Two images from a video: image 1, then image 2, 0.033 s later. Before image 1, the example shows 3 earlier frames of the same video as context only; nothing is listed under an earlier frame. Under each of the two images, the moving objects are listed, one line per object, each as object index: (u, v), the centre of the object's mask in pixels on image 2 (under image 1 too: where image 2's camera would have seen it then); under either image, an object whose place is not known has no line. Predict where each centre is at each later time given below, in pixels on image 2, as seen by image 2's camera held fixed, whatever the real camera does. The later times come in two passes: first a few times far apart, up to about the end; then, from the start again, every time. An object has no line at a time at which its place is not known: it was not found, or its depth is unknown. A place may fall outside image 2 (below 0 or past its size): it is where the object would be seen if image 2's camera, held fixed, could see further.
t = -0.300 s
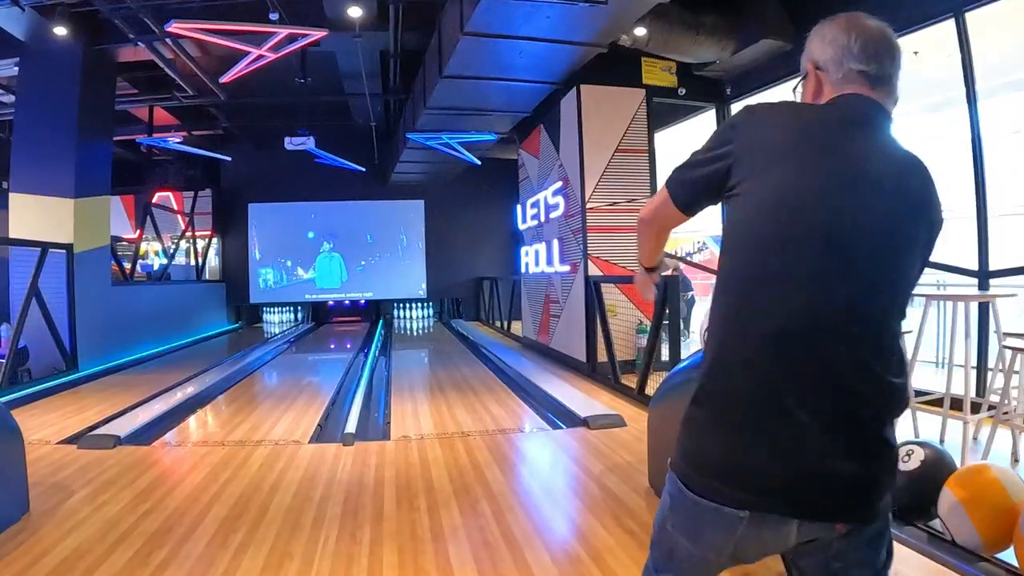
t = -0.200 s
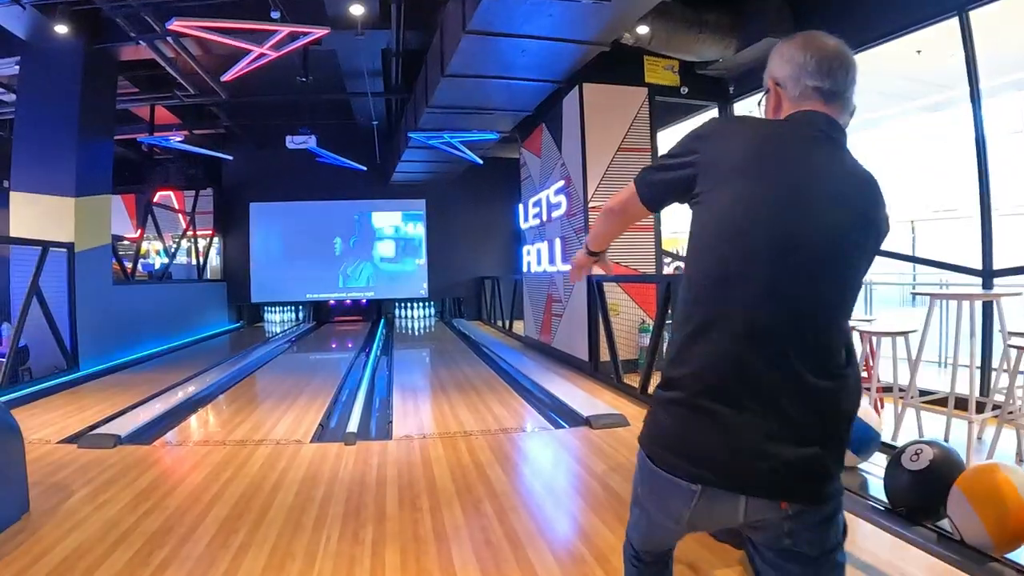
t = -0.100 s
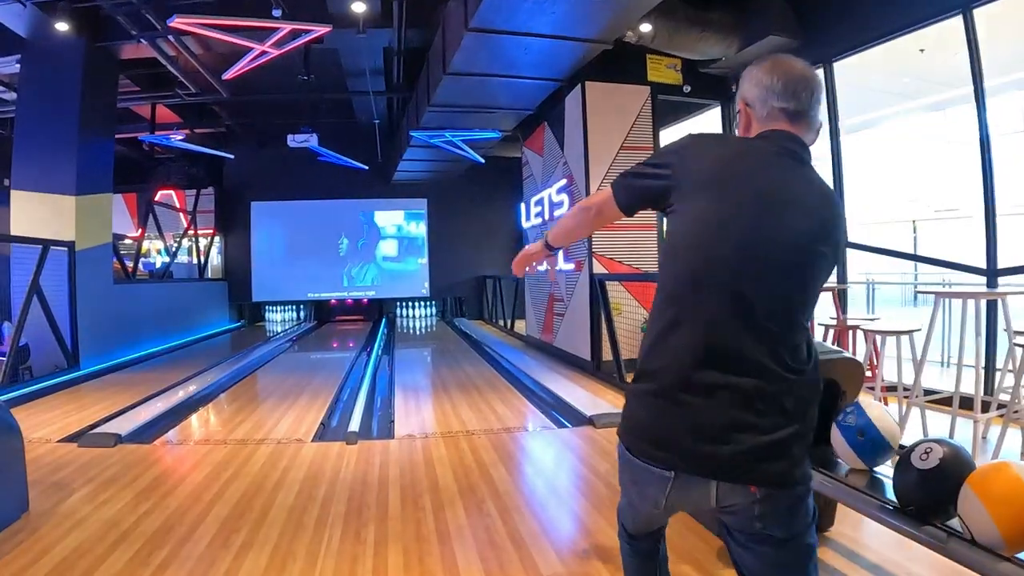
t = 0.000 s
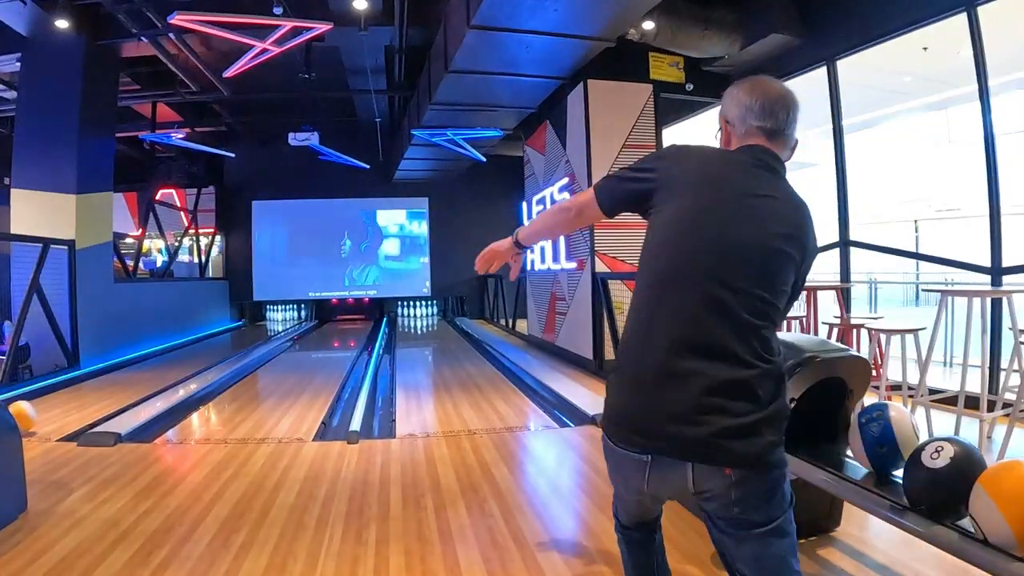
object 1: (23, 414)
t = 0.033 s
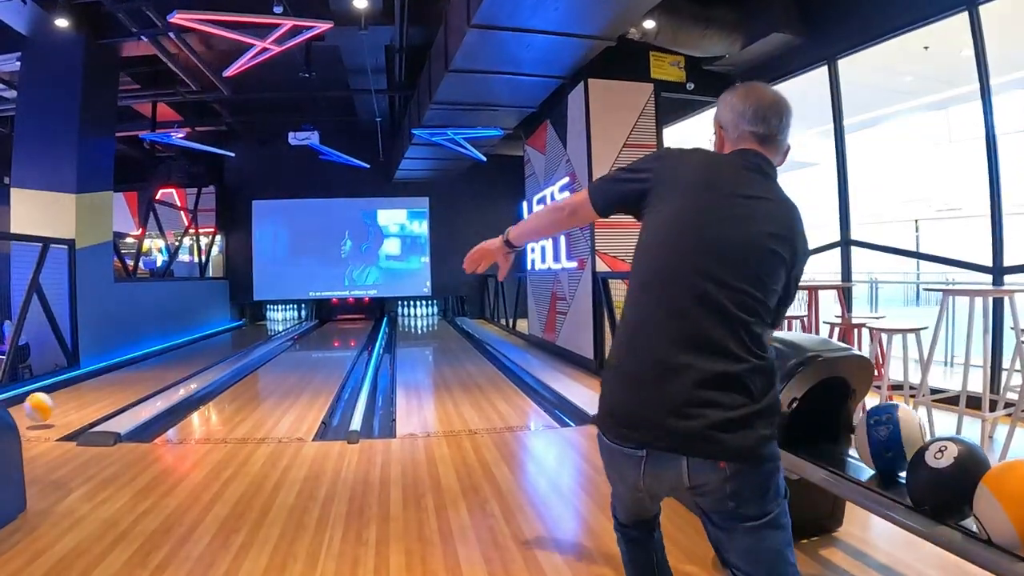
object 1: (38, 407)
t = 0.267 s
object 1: (133, 377)
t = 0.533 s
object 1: (195, 353)
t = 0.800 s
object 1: (235, 339)
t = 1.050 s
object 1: (259, 330)
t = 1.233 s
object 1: (271, 325)
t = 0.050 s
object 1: (46, 404)
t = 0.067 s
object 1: (55, 401)
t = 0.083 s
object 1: (63, 398)
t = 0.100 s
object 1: (70, 396)
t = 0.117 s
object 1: (78, 395)
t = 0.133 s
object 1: (85, 394)
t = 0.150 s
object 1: (92, 393)
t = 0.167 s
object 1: (98, 390)
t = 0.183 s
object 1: (105, 388)
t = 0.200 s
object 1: (111, 386)
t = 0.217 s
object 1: (116, 383)
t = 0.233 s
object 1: (122, 381)
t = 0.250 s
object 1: (128, 379)
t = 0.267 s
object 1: (133, 377)
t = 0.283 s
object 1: (138, 375)
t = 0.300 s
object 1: (143, 373)
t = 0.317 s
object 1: (147, 372)
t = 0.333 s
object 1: (151, 370)
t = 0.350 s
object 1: (156, 368)
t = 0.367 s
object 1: (160, 366)
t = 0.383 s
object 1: (164, 364)
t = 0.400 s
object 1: (168, 363)
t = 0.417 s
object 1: (172, 362)
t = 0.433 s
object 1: (175, 360)
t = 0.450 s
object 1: (179, 359)
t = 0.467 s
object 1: (182, 358)
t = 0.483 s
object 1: (186, 356)
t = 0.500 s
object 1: (189, 355)
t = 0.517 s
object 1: (192, 354)
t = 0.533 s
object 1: (195, 353)
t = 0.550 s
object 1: (198, 352)
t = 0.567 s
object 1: (201, 351)
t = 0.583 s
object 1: (204, 350)
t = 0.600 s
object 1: (207, 349)
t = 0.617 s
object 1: (209, 348)
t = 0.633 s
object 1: (212, 347)
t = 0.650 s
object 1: (214, 346)
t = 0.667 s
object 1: (217, 345)
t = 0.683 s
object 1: (220, 344)
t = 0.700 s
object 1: (222, 343)
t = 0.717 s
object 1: (224, 343)
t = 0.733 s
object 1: (226, 342)
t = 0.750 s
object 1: (229, 342)
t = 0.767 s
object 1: (231, 341)
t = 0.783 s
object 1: (233, 340)
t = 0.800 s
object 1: (235, 339)
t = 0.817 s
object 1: (237, 339)
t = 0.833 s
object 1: (238, 338)
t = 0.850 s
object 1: (240, 337)
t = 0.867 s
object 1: (241, 337)
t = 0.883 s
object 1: (242, 336)
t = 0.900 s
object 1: (245, 335)
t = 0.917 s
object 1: (247, 334)
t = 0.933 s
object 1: (248, 334)
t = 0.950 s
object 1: (249, 333)
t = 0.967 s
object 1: (251, 332)
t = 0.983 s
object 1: (252, 332)
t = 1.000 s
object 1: (253, 332)
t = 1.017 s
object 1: (255, 331)
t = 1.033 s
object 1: (257, 331)
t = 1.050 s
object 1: (259, 330)
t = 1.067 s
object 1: (259, 330)
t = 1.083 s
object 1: (261, 329)
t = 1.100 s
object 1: (262, 328)
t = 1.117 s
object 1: (262, 329)
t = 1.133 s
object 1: (264, 327)
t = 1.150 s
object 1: (265, 326)
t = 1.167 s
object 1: (265, 326)
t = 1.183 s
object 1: (266, 326)
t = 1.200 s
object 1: (268, 326)
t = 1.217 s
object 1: (270, 326)
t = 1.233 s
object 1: (271, 325)
